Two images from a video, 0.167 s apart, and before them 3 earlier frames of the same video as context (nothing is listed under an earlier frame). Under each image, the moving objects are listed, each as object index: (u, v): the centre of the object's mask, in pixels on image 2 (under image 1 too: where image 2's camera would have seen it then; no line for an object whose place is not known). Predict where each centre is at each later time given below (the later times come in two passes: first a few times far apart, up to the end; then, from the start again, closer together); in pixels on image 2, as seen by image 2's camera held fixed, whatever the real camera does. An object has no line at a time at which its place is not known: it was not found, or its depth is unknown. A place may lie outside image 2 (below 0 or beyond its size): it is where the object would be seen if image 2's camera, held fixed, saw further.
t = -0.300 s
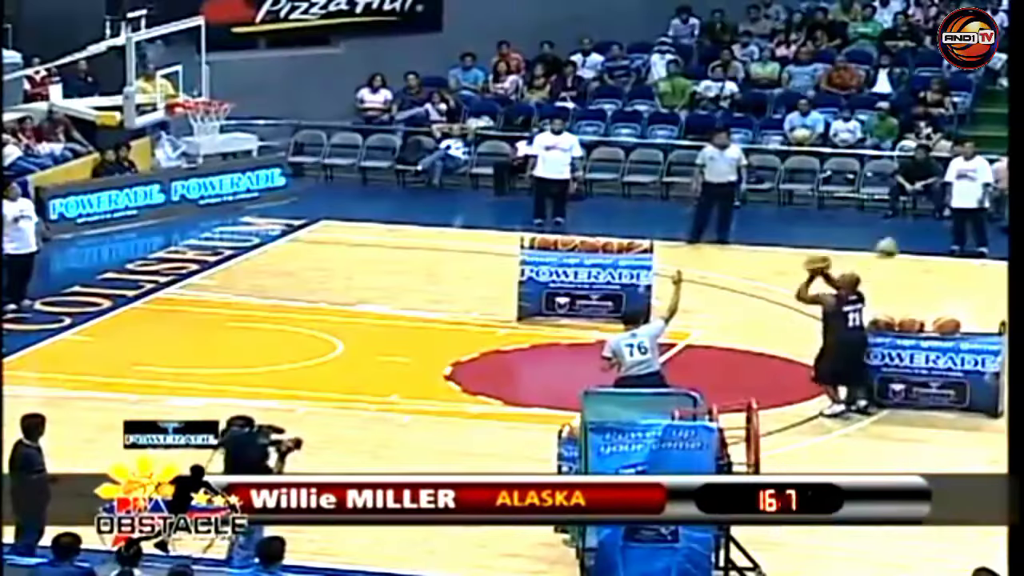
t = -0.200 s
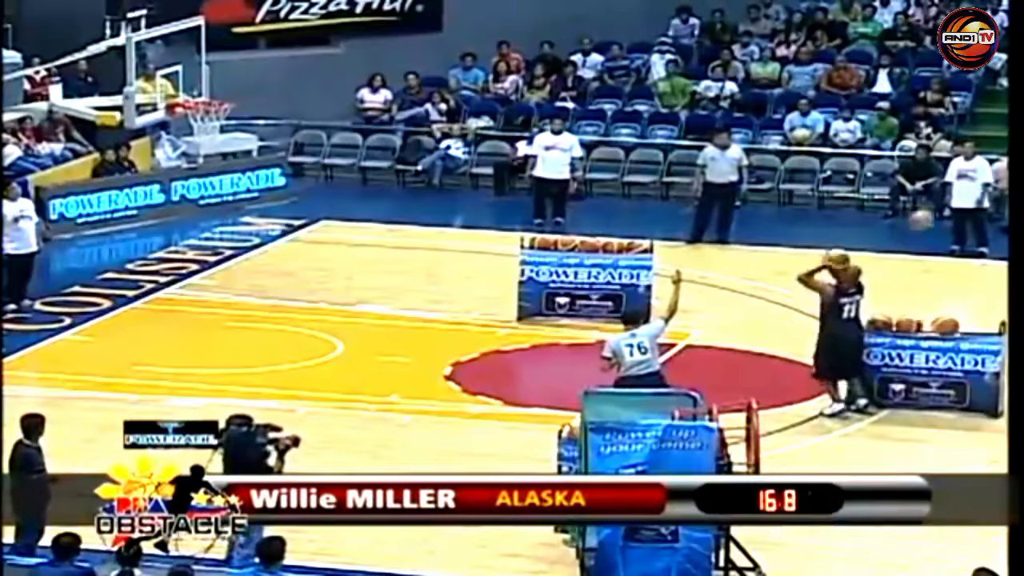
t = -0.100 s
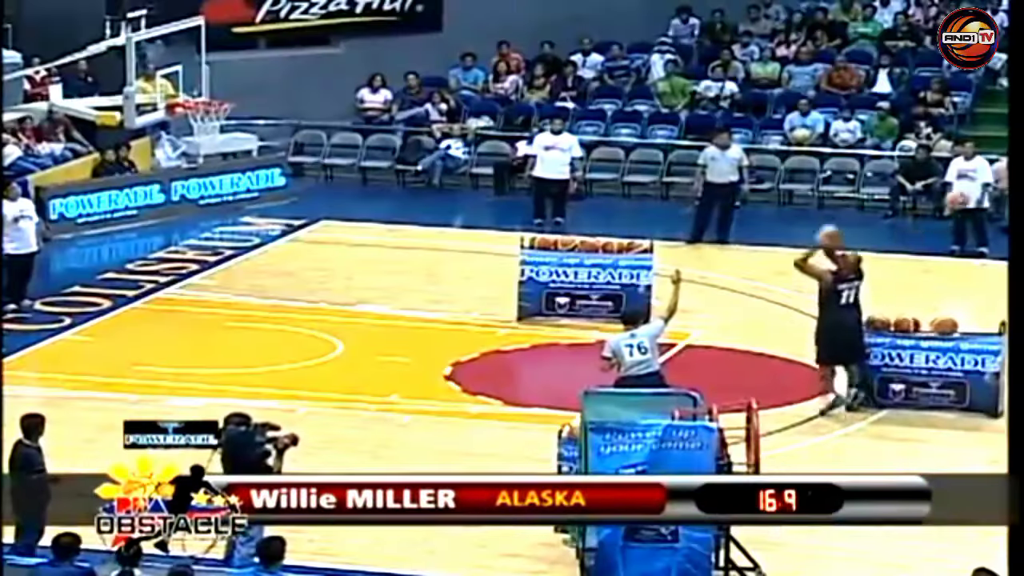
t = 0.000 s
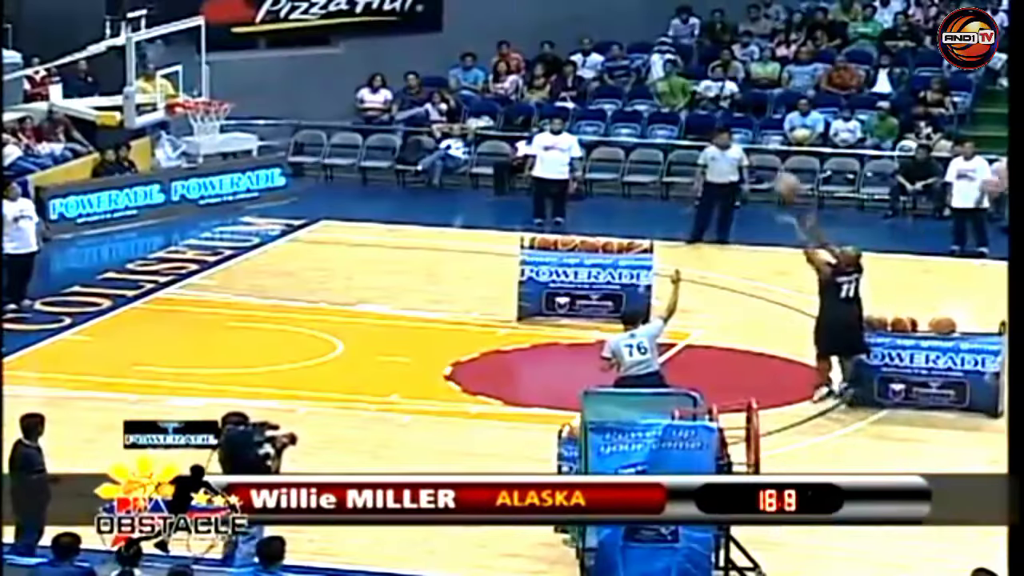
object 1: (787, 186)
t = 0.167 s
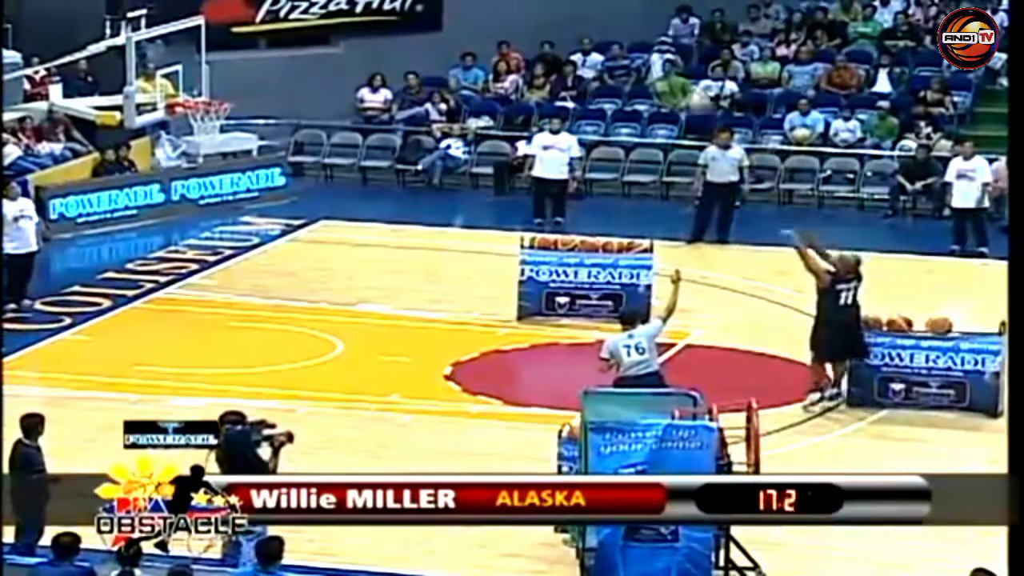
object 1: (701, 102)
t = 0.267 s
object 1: (646, 64)
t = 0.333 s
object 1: (612, 42)
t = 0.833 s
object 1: (362, 9)
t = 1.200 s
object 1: (201, 104)
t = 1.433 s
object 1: (234, 148)
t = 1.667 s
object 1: (244, 198)
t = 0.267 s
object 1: (646, 64)
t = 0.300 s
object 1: (627, 51)
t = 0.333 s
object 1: (612, 42)
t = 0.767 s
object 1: (396, 7)
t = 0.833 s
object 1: (362, 9)
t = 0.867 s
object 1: (346, 17)
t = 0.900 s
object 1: (332, 24)
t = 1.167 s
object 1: (207, 96)
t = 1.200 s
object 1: (201, 104)
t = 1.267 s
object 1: (221, 130)
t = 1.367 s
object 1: (232, 140)
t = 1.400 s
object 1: (233, 144)
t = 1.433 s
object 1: (234, 148)
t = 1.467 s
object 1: (234, 151)
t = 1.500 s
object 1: (235, 155)
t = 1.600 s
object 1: (241, 180)
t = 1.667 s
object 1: (244, 198)
